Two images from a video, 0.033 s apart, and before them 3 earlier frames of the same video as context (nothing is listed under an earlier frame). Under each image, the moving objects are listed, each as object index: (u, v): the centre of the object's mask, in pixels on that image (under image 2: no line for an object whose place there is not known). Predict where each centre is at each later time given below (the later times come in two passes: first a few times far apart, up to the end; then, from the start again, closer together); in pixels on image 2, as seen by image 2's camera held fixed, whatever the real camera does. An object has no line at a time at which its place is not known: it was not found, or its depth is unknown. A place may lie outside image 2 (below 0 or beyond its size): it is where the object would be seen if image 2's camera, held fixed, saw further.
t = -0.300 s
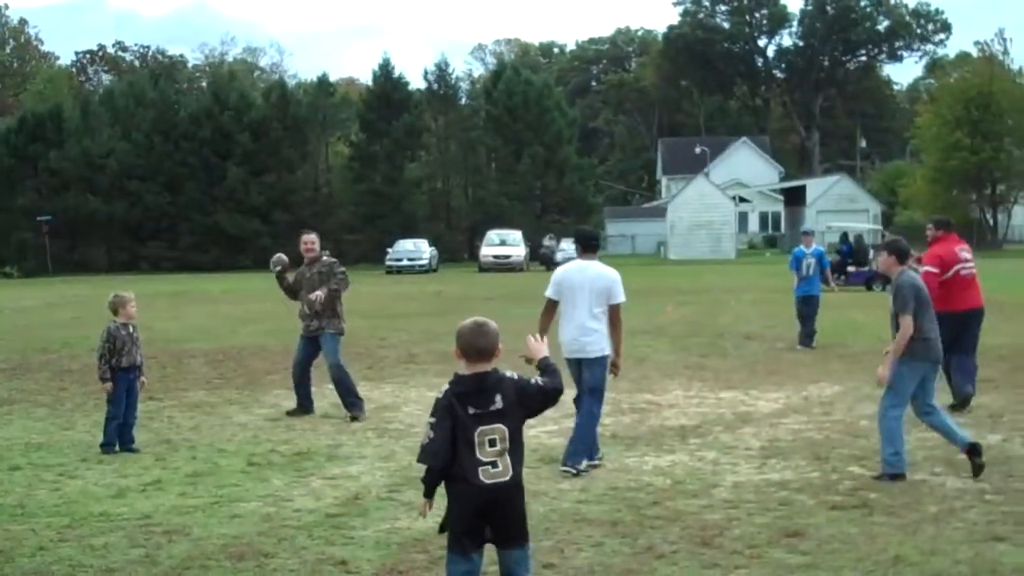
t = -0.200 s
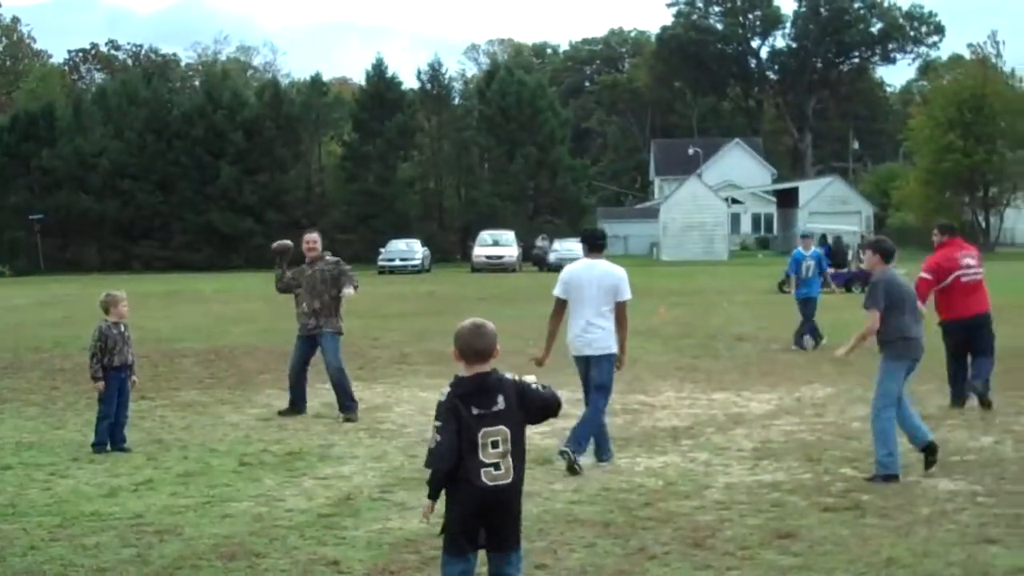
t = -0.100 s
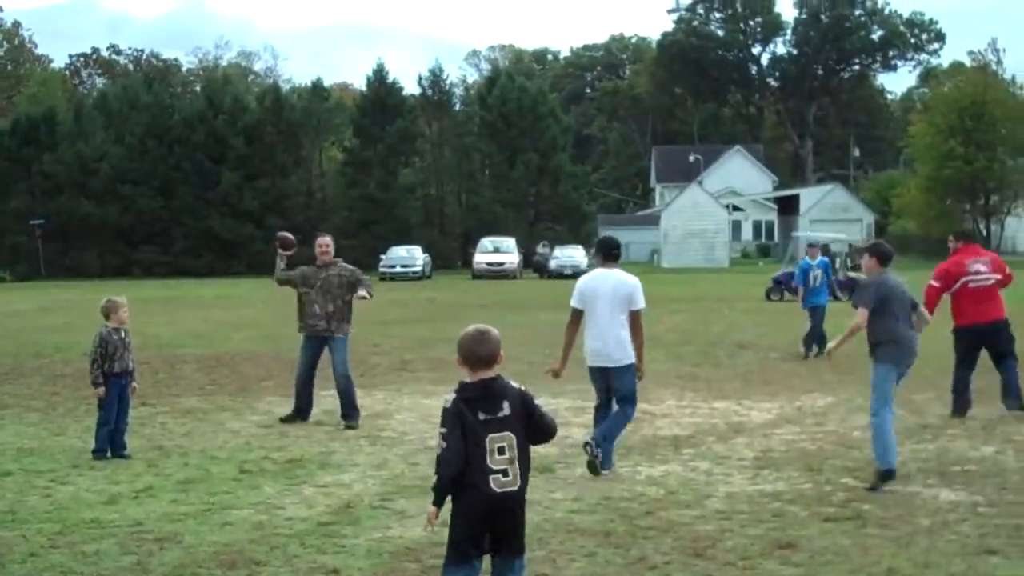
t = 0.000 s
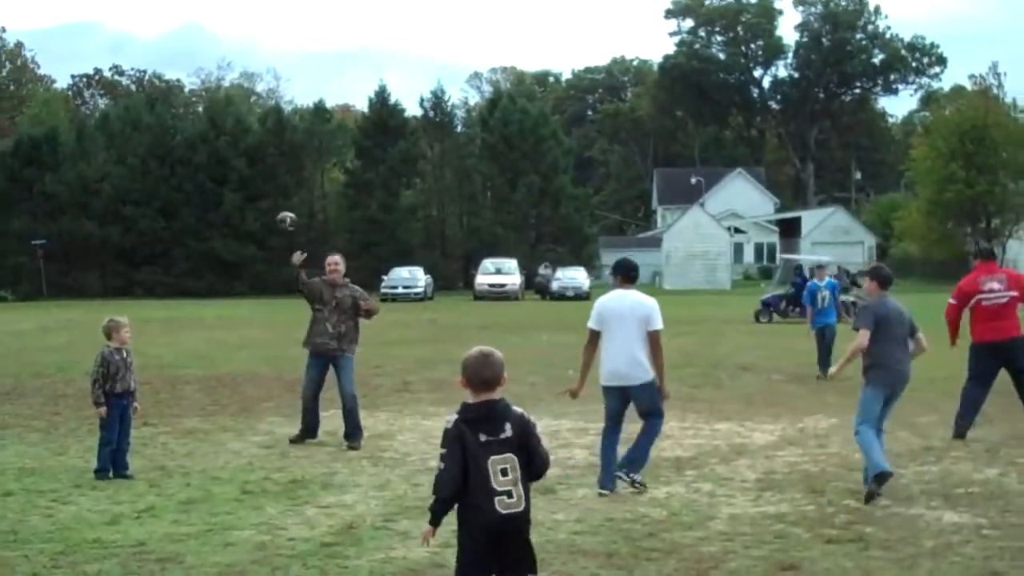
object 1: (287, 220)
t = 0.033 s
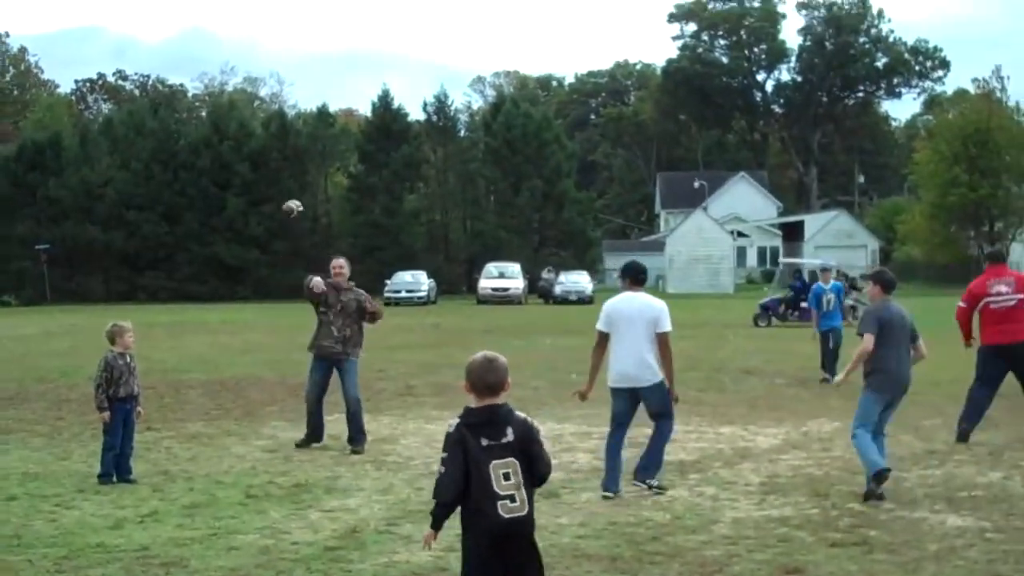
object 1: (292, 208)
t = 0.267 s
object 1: (311, 118)
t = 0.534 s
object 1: (340, 73)
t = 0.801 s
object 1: (383, 131)
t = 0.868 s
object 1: (396, 170)
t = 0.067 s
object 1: (294, 192)
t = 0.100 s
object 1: (297, 176)
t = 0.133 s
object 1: (300, 164)
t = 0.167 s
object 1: (303, 150)
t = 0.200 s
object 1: (306, 137)
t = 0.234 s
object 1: (308, 128)
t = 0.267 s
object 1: (311, 118)
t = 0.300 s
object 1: (315, 108)
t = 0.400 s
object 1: (325, 86)
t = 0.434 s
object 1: (329, 81)
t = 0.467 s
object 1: (333, 76)
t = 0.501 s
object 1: (336, 73)
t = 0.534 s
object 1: (340, 73)
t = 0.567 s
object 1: (343, 74)
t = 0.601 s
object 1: (349, 77)
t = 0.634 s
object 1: (354, 81)
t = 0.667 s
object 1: (359, 86)
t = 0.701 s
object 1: (364, 93)
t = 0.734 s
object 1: (369, 103)
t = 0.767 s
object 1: (376, 112)
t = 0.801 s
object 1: (383, 131)
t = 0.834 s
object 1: (389, 149)
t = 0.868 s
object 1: (396, 170)
